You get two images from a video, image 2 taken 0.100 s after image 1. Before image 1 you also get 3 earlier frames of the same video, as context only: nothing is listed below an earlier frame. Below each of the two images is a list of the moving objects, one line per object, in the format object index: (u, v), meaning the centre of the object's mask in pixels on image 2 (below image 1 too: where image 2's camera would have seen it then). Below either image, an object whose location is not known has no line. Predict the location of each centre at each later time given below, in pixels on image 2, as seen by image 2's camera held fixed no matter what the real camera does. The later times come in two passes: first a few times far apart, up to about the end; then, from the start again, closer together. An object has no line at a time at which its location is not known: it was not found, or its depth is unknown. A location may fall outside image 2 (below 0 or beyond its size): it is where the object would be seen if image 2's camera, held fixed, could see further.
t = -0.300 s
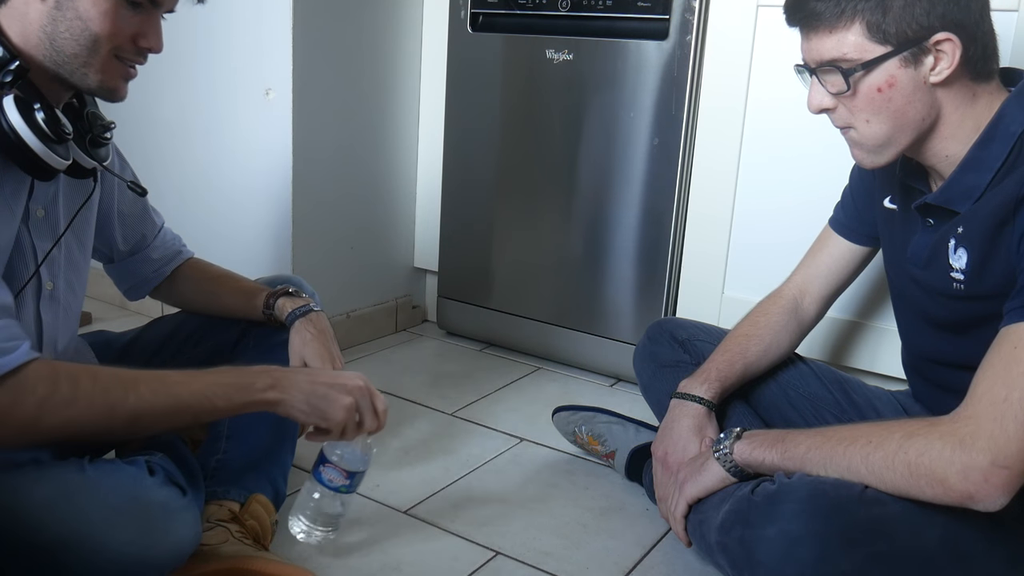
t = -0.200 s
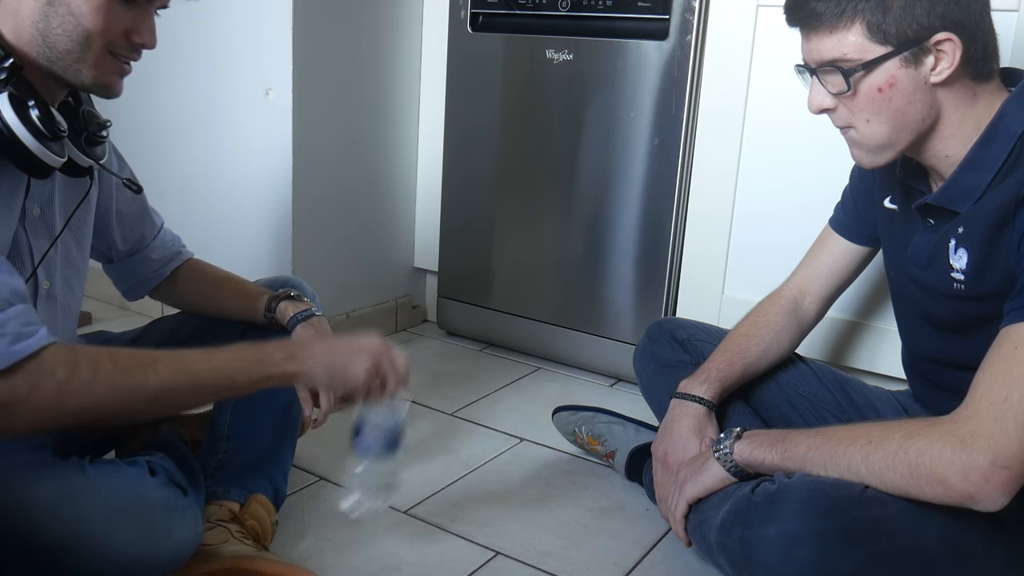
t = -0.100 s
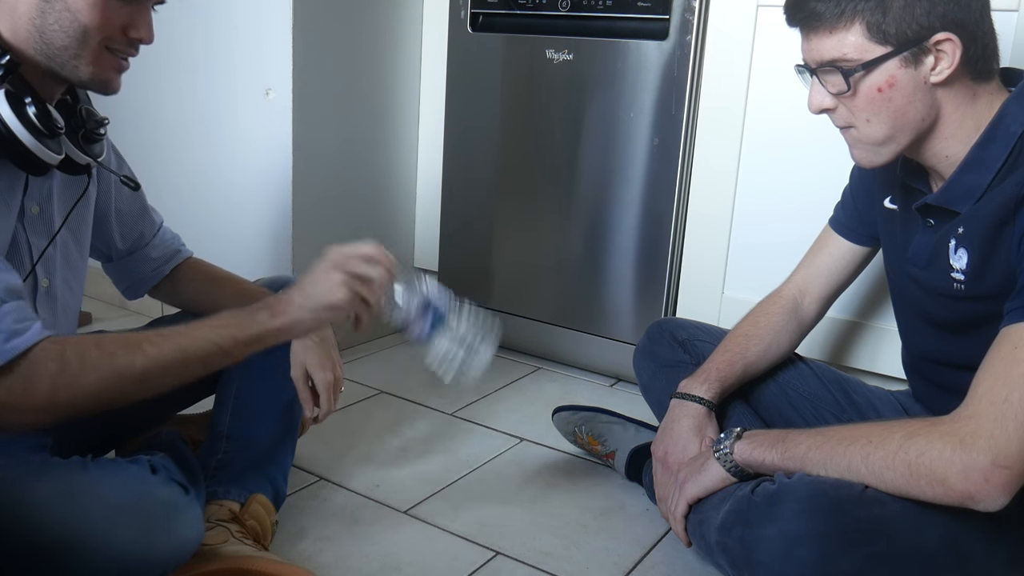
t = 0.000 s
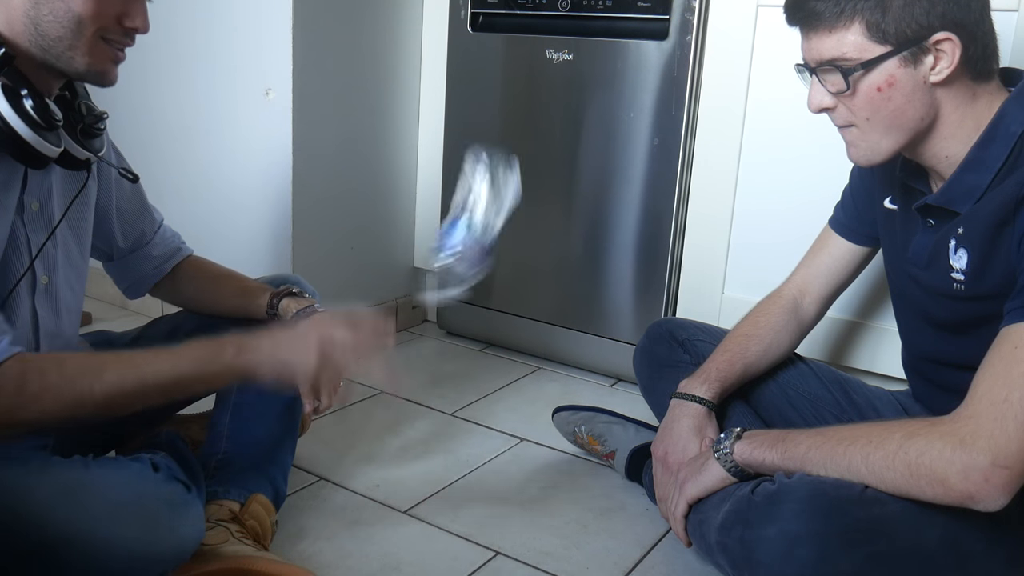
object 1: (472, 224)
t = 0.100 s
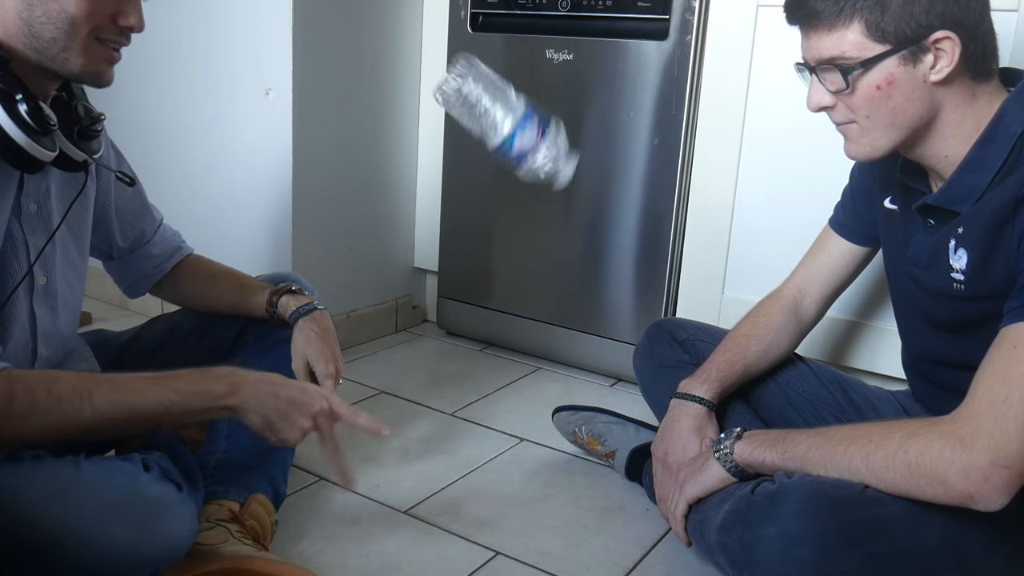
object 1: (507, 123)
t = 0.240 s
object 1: (501, 120)
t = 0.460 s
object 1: (481, 486)
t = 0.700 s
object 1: (478, 526)
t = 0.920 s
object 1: (450, 530)
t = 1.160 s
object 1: (441, 533)
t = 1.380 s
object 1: (442, 533)
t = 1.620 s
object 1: (442, 533)
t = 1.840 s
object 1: (442, 535)
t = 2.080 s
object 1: (441, 536)
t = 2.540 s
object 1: (441, 535)
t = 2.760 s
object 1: (441, 534)
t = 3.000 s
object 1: (442, 534)
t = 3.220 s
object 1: (442, 532)
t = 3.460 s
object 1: (443, 532)
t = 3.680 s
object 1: (443, 531)
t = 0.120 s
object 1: (506, 109)
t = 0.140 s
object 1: (505, 101)
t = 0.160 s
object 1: (504, 96)
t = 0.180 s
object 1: (503, 96)
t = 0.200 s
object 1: (501, 100)
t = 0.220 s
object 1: (501, 108)
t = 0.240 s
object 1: (501, 120)
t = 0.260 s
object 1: (501, 136)
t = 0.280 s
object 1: (500, 156)
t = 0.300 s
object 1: (499, 179)
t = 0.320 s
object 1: (498, 206)
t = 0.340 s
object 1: (496, 236)
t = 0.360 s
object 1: (493, 269)
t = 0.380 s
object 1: (491, 306)
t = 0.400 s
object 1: (492, 339)
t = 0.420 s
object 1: (492, 382)
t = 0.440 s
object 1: (490, 426)
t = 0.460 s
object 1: (481, 486)
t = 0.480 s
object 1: (482, 519)
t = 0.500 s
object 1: (483, 527)
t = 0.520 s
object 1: (482, 527)
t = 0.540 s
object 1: (479, 526)
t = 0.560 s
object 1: (479, 525)
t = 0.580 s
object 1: (479, 524)
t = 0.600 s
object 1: (479, 526)
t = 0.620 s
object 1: (480, 526)
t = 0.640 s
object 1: (480, 527)
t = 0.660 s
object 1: (480, 527)
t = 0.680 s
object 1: (479, 527)
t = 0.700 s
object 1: (478, 526)
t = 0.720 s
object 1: (477, 526)
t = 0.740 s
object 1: (477, 526)
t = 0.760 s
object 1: (476, 526)
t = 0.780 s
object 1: (476, 526)
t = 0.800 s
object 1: (475, 526)
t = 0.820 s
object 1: (474, 526)
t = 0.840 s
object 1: (472, 527)
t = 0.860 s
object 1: (469, 526)
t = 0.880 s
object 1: (465, 527)
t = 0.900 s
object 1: (459, 529)
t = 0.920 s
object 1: (450, 530)
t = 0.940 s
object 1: (446, 531)
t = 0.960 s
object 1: (444, 532)
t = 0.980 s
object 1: (445, 533)
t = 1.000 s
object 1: (442, 533)
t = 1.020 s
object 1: (443, 533)
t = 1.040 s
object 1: (443, 533)
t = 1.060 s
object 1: (442, 533)
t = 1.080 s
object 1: (441, 533)
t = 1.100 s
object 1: (441, 533)
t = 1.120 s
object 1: (441, 533)
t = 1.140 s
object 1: (441, 533)
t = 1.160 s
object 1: (441, 533)
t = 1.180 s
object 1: (441, 533)
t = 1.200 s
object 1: (441, 533)
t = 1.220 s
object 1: (441, 533)
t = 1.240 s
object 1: (441, 533)
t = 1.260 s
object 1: (441, 533)
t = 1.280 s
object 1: (441, 533)
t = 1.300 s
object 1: (441, 533)
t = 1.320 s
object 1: (441, 533)
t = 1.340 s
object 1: (441, 533)
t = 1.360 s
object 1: (441, 533)
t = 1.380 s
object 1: (442, 533)
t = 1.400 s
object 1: (442, 533)
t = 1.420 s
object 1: (442, 533)
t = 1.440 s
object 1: (442, 533)
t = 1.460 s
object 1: (442, 533)
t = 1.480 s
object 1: (442, 533)
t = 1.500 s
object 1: (442, 533)
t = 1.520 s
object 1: (442, 533)
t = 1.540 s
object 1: (442, 533)
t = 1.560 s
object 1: (442, 533)
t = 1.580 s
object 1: (442, 533)
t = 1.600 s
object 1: (442, 533)
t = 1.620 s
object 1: (442, 533)
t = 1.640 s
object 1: (442, 534)
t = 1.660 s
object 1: (442, 534)
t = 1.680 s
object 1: (442, 534)
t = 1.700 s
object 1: (442, 534)
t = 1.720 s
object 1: (442, 534)
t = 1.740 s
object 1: (442, 534)
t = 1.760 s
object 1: (442, 535)
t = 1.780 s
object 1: (442, 535)
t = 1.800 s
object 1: (442, 535)
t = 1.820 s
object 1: (441, 535)
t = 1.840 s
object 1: (442, 535)
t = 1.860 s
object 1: (442, 535)
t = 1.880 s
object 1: (442, 535)
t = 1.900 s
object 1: (441, 535)
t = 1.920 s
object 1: (441, 535)
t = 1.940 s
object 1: (441, 535)
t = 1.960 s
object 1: (441, 535)
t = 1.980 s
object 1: (441, 535)
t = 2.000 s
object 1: (441, 536)
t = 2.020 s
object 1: (441, 536)
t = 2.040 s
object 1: (441, 536)
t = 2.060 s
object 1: (441, 536)
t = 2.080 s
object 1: (441, 536)
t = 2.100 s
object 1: (441, 536)
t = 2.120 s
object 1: (441, 536)
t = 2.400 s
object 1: (441, 536)
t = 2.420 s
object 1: (441, 536)
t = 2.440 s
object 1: (441, 536)
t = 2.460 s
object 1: (441, 536)
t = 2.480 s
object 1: (440, 535)
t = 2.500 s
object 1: (440, 535)
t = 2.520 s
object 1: (441, 535)
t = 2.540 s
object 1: (441, 535)
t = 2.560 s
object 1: (441, 535)
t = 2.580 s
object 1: (441, 535)
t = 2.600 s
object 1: (441, 535)
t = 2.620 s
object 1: (441, 534)
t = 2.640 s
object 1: (441, 534)
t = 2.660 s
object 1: (441, 534)
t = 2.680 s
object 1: (441, 534)
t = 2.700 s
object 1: (441, 534)
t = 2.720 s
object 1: (441, 534)
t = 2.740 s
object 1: (441, 534)
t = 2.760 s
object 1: (441, 534)
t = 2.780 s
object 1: (441, 534)
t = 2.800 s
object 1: (441, 534)
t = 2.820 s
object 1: (441, 534)
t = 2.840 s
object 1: (441, 534)
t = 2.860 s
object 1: (441, 534)
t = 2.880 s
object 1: (441, 534)
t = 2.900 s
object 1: (442, 534)
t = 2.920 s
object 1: (443, 534)
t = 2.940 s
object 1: (442, 535)
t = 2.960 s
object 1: (442, 534)
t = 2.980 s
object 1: (442, 534)
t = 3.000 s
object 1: (442, 534)
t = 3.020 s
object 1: (442, 534)
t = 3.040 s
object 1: (442, 534)
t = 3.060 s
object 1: (442, 534)
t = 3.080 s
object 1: (442, 533)
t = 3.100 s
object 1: (442, 533)
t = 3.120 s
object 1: (442, 532)
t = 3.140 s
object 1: (442, 532)
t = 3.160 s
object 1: (443, 532)
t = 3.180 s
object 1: (443, 532)
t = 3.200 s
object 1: (443, 532)
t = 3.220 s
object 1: (442, 532)
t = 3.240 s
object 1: (442, 532)
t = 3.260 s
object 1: (443, 532)
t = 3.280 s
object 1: (443, 532)
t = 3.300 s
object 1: (443, 532)
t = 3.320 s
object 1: (443, 532)
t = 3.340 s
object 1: (443, 532)
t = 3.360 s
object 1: (443, 532)
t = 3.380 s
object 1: (443, 532)
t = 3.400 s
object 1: (443, 532)
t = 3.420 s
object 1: (443, 532)
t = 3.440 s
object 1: (443, 532)
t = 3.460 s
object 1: (443, 532)
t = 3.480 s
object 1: (443, 531)
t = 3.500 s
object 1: (443, 531)
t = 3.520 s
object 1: (443, 531)
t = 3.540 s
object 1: (443, 531)
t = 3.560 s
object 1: (443, 531)
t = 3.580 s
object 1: (443, 531)
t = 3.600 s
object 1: (443, 531)
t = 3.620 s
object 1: (443, 531)
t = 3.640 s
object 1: (443, 531)
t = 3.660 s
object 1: (443, 531)
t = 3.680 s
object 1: (443, 531)
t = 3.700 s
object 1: (443, 531)
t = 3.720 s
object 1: (443, 530)
